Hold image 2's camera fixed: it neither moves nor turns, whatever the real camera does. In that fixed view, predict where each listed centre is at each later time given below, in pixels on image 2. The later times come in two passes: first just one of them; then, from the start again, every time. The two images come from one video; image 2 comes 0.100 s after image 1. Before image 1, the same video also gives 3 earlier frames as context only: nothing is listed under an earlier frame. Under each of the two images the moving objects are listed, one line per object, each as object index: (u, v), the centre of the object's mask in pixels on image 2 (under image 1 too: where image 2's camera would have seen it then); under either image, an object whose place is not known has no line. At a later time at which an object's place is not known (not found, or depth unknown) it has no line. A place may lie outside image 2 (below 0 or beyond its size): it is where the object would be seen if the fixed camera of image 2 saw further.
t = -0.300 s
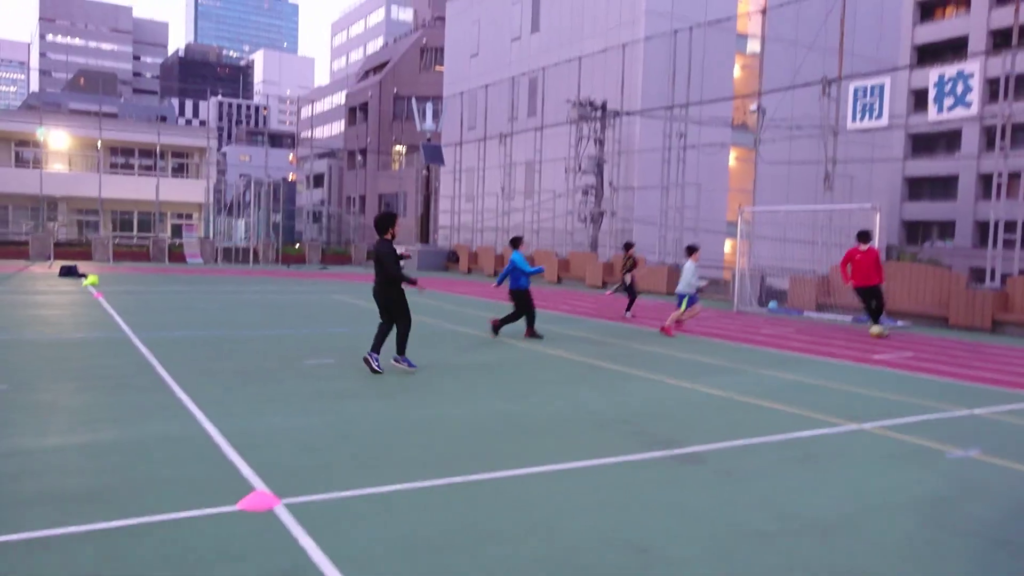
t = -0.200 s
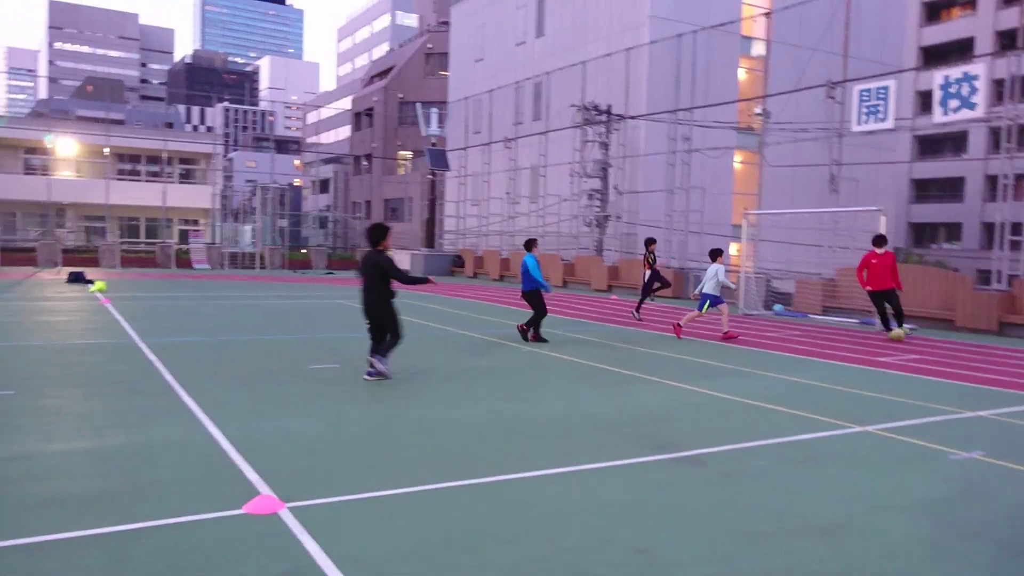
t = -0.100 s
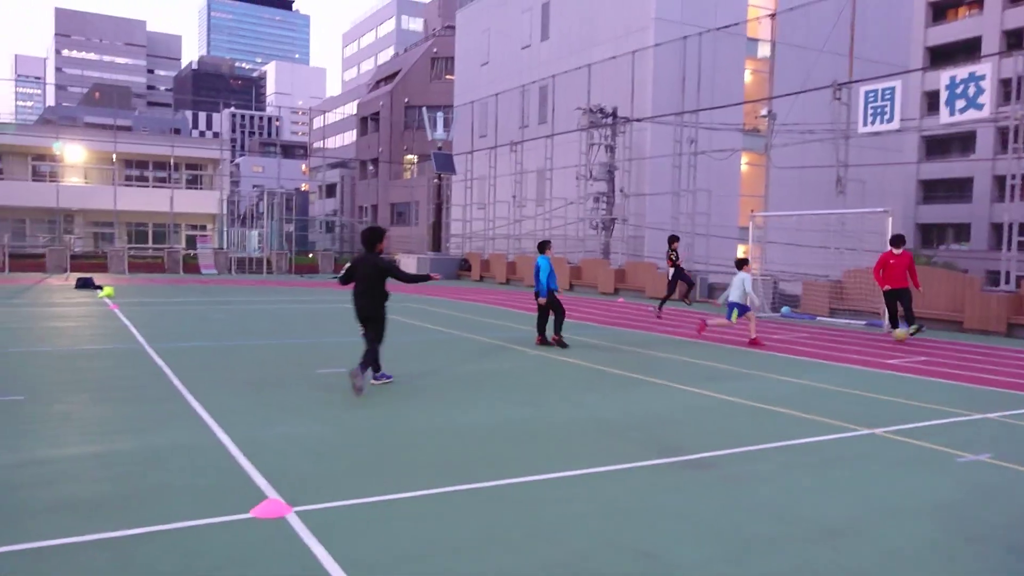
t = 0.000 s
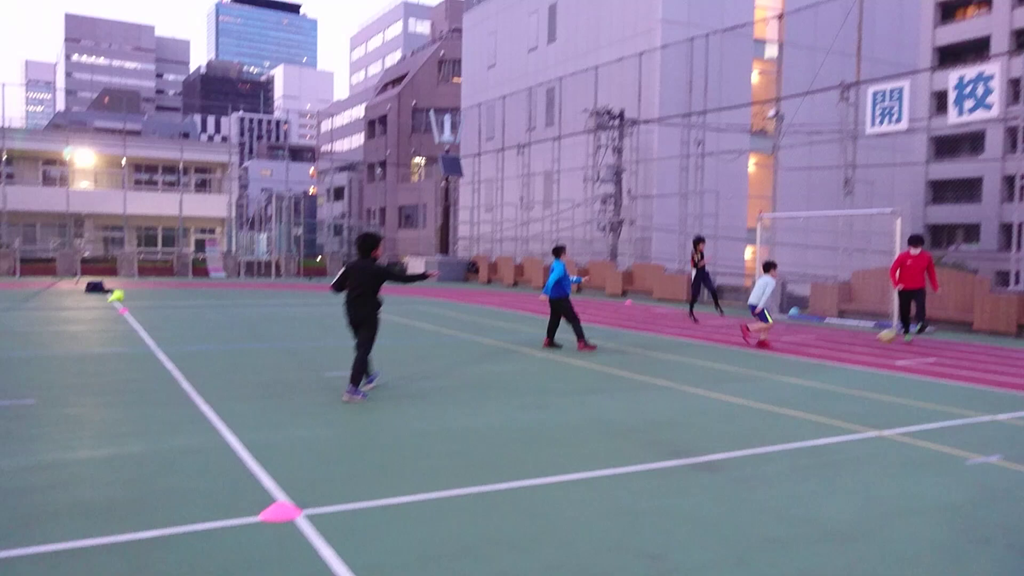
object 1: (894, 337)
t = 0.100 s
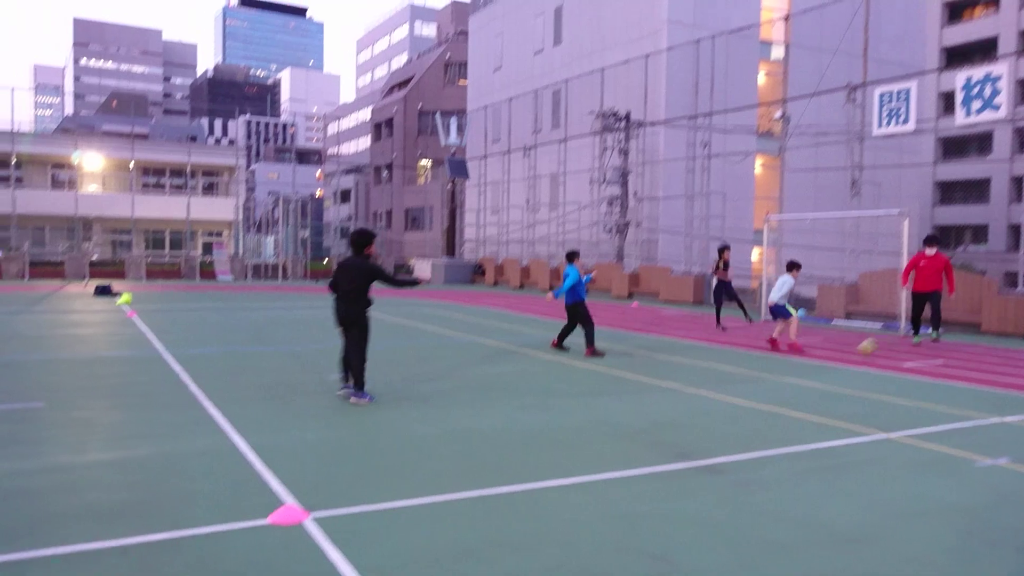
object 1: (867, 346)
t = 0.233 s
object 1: (830, 355)
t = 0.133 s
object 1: (857, 352)
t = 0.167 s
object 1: (847, 355)
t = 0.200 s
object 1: (839, 355)
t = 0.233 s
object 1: (830, 355)
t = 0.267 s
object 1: (821, 357)
